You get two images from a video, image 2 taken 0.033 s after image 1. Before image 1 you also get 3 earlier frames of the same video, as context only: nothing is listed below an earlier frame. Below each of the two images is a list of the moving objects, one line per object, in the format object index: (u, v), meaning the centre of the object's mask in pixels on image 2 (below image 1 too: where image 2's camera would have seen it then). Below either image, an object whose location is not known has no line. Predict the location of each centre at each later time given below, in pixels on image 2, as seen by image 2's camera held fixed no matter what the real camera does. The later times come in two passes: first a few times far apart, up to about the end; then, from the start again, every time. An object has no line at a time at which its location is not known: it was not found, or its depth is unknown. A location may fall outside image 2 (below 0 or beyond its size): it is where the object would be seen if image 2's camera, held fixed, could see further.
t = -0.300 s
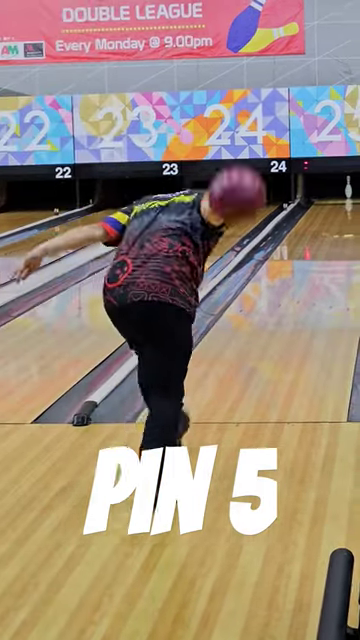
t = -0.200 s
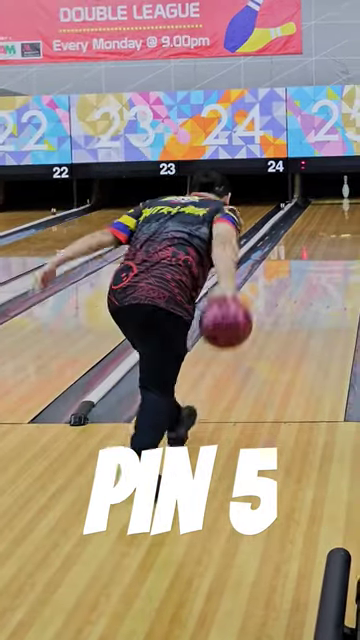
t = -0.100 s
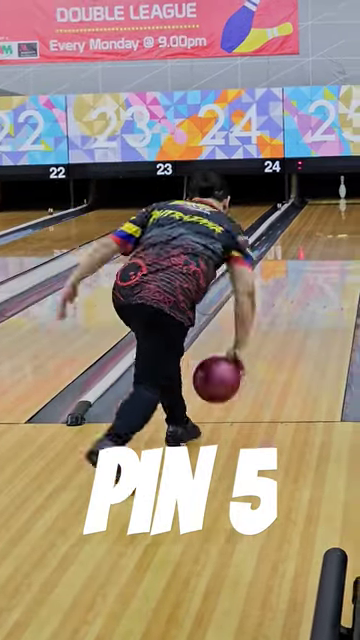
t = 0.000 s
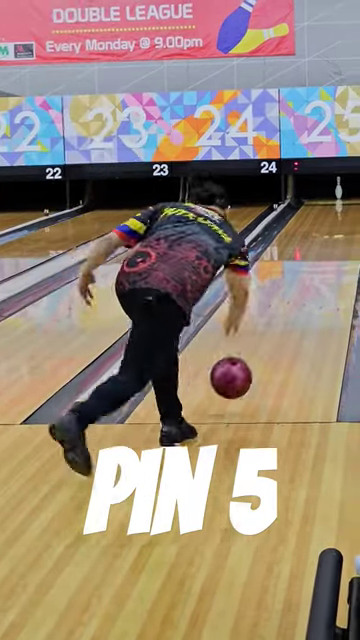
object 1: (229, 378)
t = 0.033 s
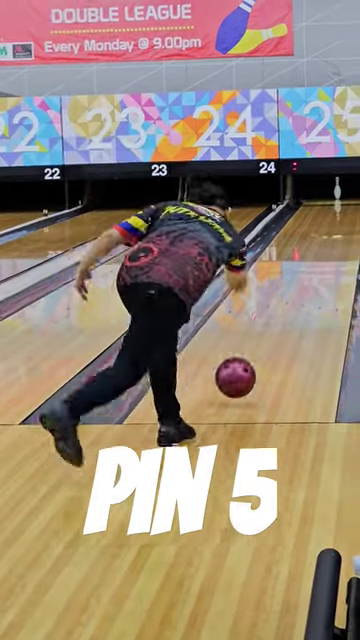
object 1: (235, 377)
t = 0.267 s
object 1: (265, 330)
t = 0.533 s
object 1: (287, 289)
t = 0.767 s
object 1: (300, 264)
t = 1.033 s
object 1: (311, 244)
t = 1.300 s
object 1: (319, 228)
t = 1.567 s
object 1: (326, 214)
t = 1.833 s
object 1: (330, 206)
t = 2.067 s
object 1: (334, 198)
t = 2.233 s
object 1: (336, 193)
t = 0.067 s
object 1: (240, 376)
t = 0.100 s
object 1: (245, 365)
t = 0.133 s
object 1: (250, 358)
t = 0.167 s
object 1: (254, 351)
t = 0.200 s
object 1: (258, 343)
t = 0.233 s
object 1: (262, 337)
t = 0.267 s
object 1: (265, 330)
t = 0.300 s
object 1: (268, 324)
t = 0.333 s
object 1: (271, 318)
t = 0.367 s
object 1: (274, 312)
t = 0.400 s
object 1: (277, 307)
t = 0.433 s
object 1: (280, 302)
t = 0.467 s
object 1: (282, 297)
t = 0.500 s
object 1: (284, 293)
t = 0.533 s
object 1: (287, 289)
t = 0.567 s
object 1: (289, 285)
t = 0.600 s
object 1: (291, 281)
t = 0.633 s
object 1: (293, 277)
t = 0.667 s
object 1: (295, 274)
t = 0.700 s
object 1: (297, 270)
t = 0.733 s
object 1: (298, 267)
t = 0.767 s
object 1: (300, 264)
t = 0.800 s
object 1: (301, 261)
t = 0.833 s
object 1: (303, 259)
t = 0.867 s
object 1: (304, 256)
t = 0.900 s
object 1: (306, 253)
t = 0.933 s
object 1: (307, 251)
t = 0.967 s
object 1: (309, 248)
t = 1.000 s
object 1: (309, 246)
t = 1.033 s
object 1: (311, 244)
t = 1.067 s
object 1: (312, 241)
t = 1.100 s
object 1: (313, 239)
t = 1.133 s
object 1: (314, 237)
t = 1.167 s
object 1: (315, 235)
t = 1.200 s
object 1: (316, 233)
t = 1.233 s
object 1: (317, 231)
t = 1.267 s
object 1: (318, 230)
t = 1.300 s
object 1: (319, 228)
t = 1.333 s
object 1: (320, 227)
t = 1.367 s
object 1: (320, 226)
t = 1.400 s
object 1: (321, 224)
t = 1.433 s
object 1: (322, 223)
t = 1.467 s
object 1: (323, 222)
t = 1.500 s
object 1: (324, 218)
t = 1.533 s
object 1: (325, 217)
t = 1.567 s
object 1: (326, 214)
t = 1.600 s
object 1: (326, 213)
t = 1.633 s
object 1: (327, 212)
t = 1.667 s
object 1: (327, 212)
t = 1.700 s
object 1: (327, 211)
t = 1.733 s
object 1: (328, 210)
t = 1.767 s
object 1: (328, 209)
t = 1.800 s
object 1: (329, 207)
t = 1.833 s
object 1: (330, 206)
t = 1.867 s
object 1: (330, 205)
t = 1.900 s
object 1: (331, 203)
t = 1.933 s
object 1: (331, 203)
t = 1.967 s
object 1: (332, 202)
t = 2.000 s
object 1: (333, 200)
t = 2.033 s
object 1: (333, 199)
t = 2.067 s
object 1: (334, 198)
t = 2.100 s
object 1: (334, 198)
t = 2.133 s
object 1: (335, 196)
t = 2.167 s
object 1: (335, 195)
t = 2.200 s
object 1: (335, 195)
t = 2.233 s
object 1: (336, 193)
